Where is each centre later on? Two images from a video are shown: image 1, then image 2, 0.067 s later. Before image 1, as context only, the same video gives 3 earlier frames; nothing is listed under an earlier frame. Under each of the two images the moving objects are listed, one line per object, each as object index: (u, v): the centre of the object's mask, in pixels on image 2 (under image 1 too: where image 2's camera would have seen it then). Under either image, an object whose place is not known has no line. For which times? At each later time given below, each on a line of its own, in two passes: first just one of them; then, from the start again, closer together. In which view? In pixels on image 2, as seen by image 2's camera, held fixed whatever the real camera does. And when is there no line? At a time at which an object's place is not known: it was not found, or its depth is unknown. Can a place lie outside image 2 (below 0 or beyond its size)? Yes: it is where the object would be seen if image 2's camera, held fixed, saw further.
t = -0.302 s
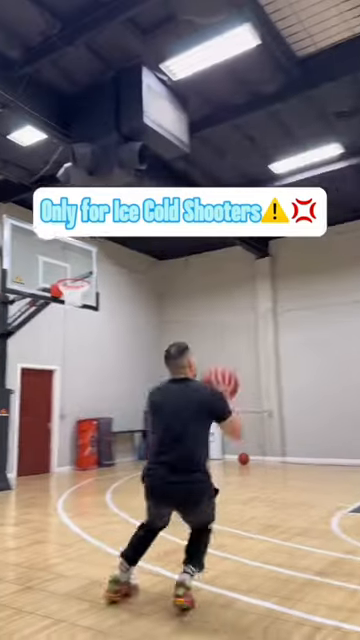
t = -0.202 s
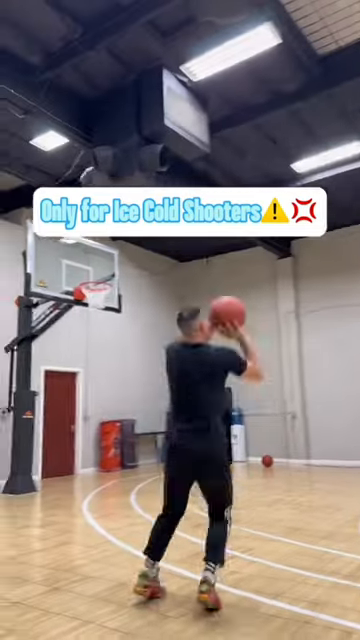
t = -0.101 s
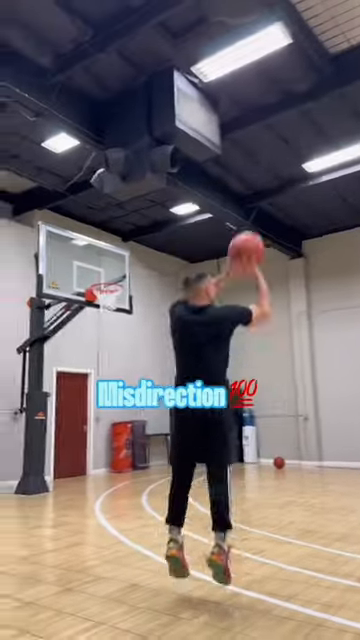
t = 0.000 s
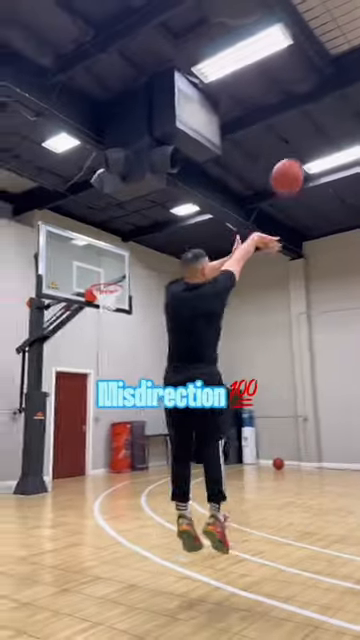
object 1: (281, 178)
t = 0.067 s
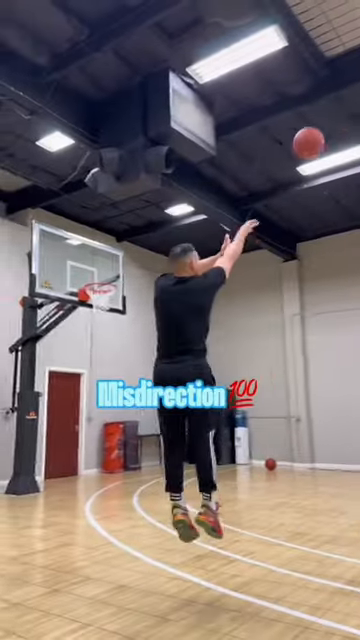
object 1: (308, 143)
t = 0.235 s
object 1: (362, 94)
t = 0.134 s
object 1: (332, 118)
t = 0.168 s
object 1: (343, 108)
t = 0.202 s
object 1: (353, 101)
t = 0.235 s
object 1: (362, 94)
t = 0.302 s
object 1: (381, 85)
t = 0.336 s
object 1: (389, 82)
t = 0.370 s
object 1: (397, 81)
